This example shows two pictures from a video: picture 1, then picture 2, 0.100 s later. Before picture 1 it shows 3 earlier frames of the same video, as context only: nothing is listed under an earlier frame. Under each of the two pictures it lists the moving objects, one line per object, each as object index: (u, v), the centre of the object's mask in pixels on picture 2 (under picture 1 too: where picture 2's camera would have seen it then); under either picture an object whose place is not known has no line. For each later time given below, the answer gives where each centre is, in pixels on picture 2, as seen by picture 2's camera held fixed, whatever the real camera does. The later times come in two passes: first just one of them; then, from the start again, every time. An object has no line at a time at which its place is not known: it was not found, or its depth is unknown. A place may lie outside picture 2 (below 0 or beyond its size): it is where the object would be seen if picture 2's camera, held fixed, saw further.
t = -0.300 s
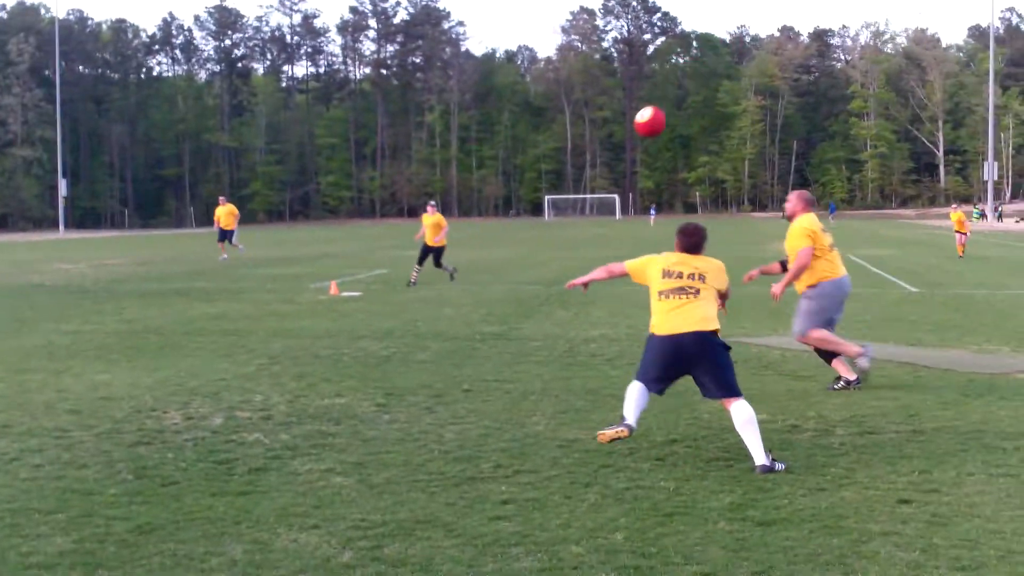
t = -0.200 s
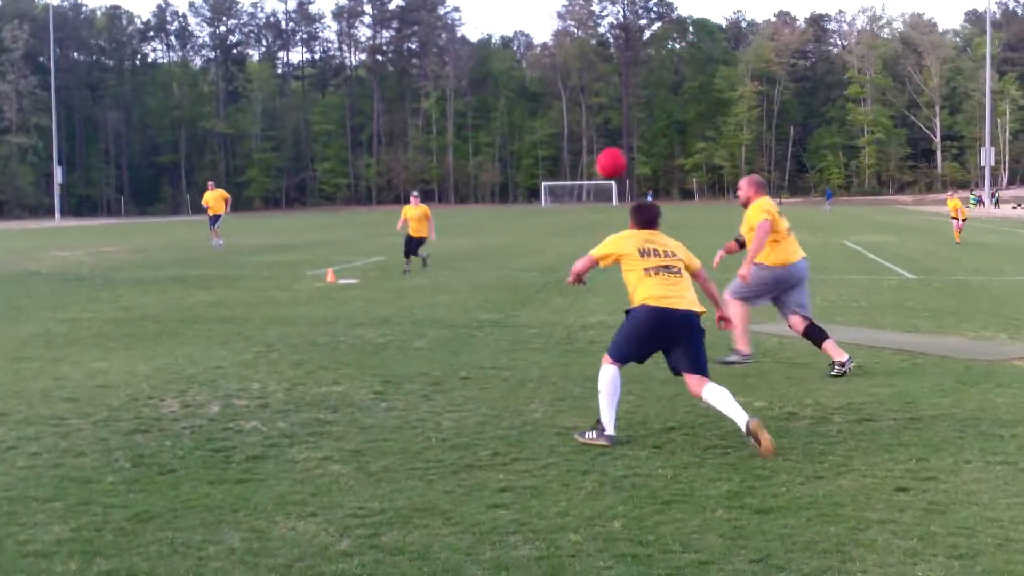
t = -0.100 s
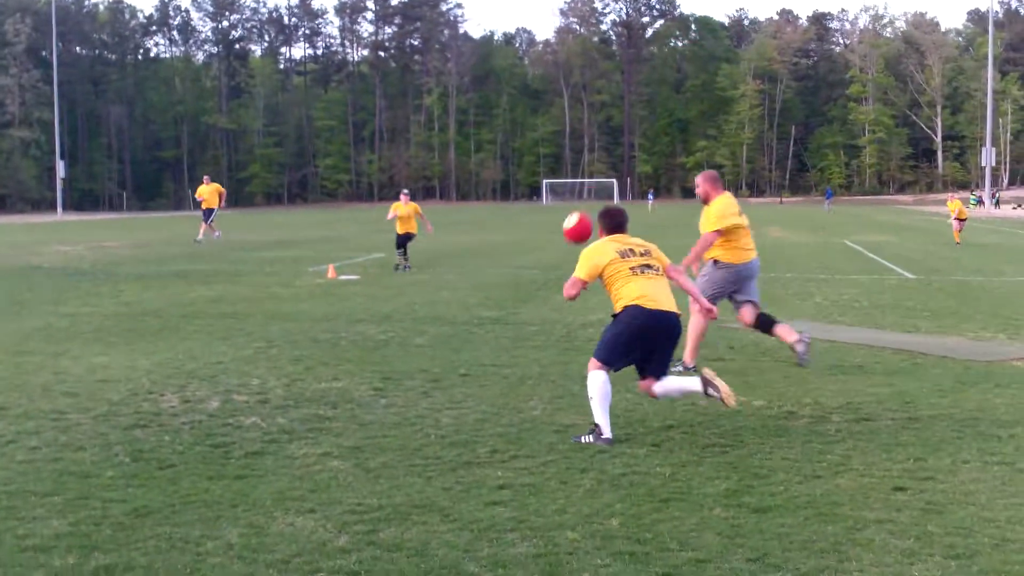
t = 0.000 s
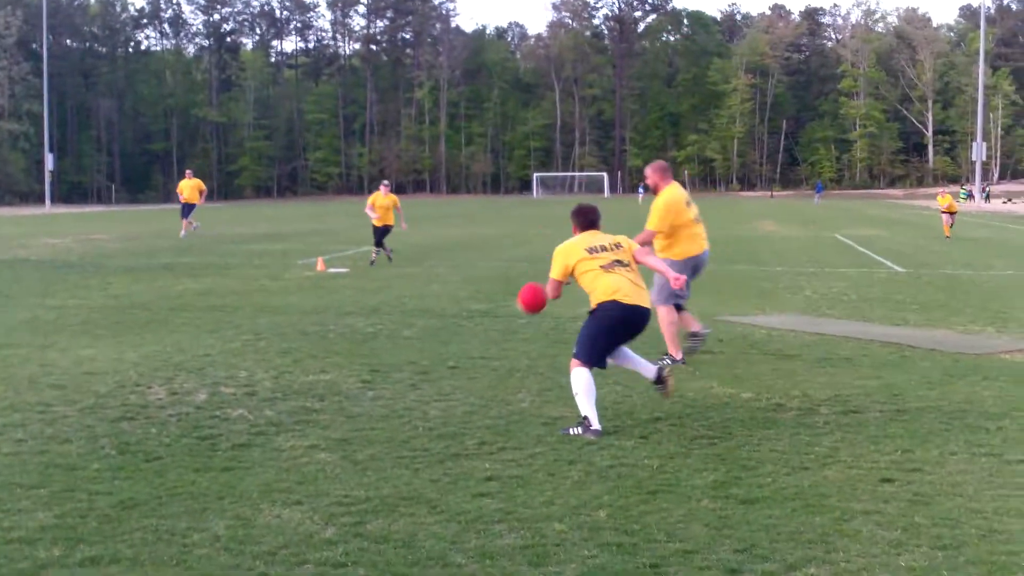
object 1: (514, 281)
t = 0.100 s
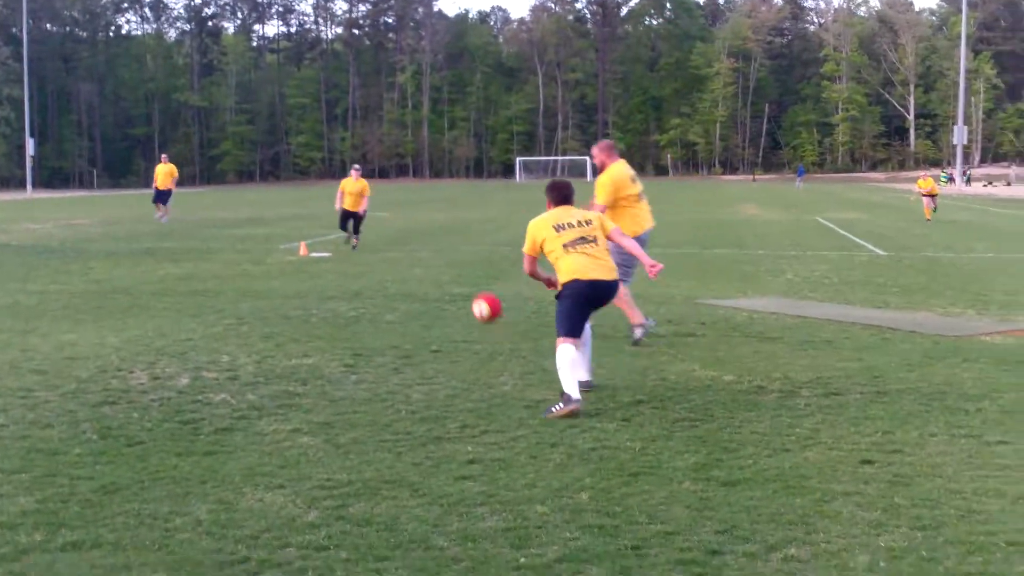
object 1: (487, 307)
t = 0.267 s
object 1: (450, 235)
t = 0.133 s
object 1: (479, 290)
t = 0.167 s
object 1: (472, 275)
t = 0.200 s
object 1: (464, 261)
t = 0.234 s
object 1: (457, 247)
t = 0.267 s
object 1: (450, 235)
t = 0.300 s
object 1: (442, 225)
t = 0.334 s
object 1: (435, 215)
